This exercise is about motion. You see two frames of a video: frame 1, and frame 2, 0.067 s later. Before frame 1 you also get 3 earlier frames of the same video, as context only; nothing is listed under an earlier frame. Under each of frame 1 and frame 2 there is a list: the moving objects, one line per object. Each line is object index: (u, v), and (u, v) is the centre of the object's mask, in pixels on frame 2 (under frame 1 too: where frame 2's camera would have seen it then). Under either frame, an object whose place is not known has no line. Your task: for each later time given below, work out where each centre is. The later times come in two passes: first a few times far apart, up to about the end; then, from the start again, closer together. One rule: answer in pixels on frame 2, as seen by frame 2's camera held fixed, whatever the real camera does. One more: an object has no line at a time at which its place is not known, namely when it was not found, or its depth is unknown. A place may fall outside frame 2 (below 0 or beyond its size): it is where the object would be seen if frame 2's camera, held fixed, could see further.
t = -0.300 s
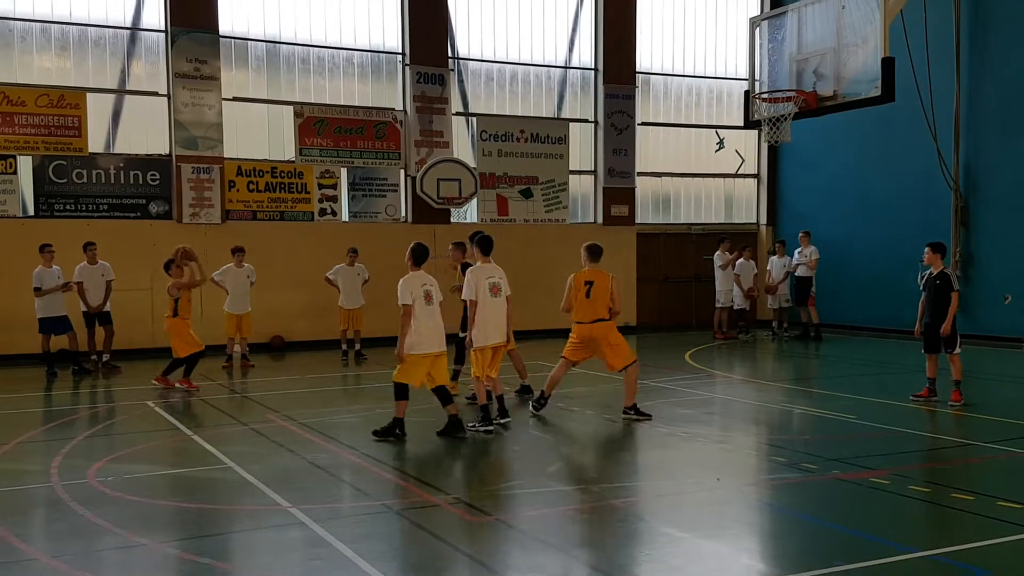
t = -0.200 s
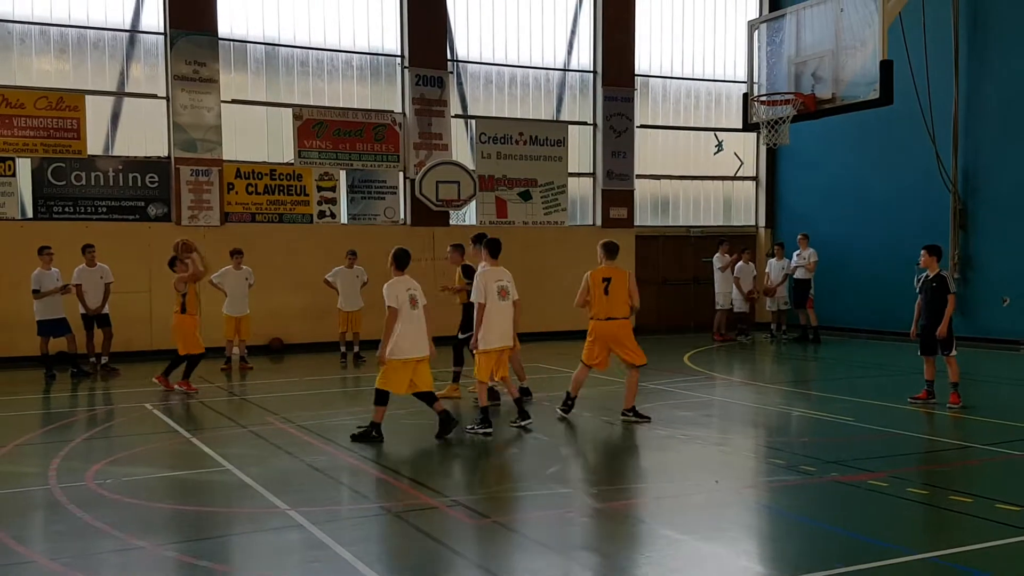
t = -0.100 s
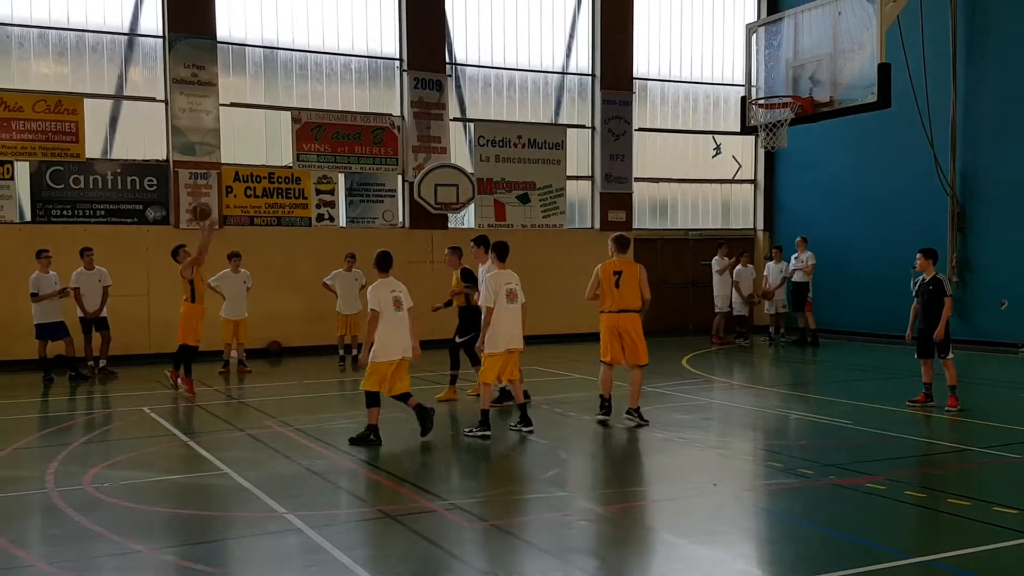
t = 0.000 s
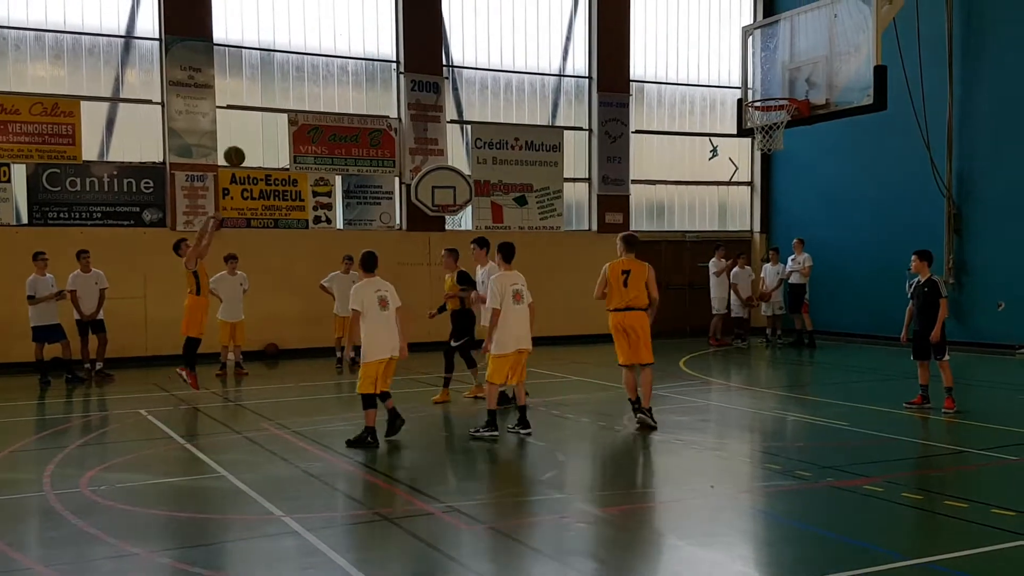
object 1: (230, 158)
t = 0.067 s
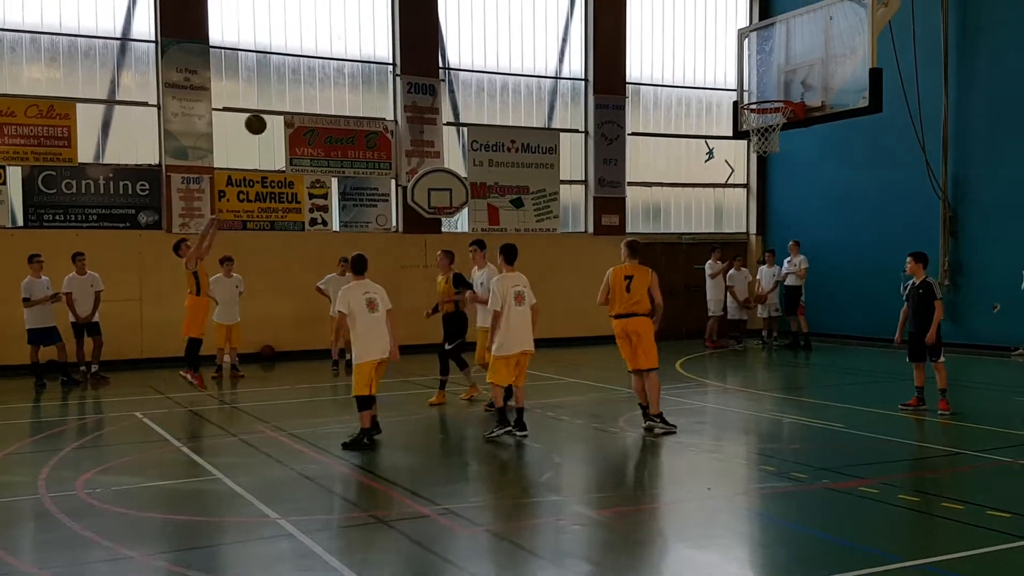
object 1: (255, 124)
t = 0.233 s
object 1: (318, 53)
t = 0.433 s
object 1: (393, -1)
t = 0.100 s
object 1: (268, 108)
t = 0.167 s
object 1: (293, 79)
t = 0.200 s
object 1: (305, 66)
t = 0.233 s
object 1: (318, 53)
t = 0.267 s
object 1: (331, 42)
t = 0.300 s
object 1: (344, 31)
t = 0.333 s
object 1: (357, 21)
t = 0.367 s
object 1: (370, 12)
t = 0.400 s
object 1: (383, 4)
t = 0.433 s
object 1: (393, -1)
